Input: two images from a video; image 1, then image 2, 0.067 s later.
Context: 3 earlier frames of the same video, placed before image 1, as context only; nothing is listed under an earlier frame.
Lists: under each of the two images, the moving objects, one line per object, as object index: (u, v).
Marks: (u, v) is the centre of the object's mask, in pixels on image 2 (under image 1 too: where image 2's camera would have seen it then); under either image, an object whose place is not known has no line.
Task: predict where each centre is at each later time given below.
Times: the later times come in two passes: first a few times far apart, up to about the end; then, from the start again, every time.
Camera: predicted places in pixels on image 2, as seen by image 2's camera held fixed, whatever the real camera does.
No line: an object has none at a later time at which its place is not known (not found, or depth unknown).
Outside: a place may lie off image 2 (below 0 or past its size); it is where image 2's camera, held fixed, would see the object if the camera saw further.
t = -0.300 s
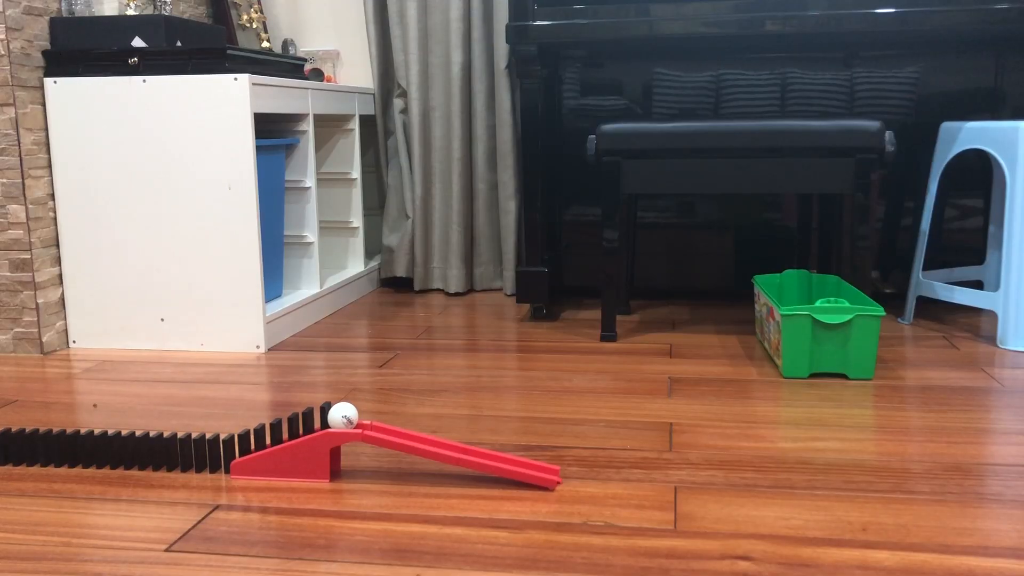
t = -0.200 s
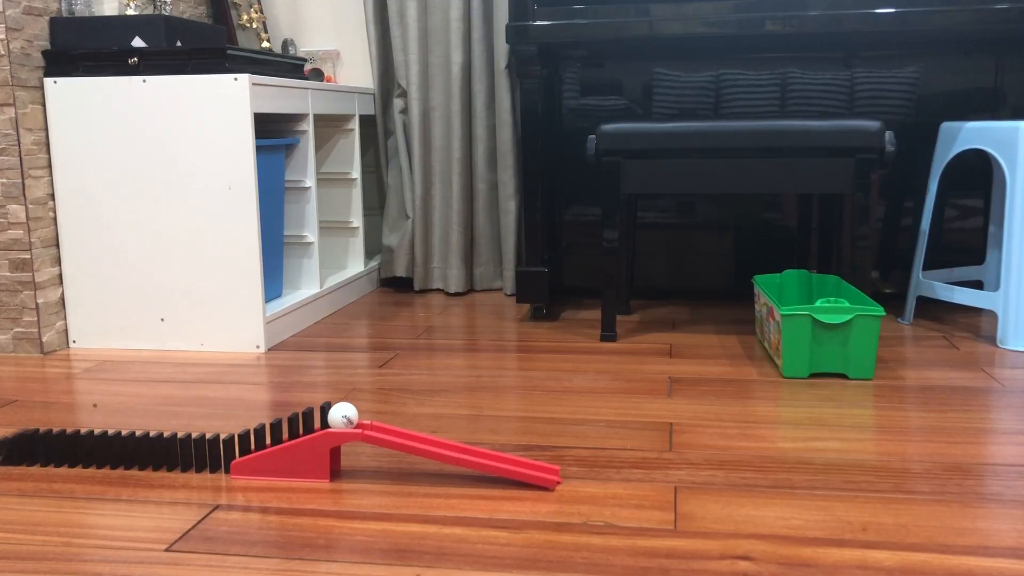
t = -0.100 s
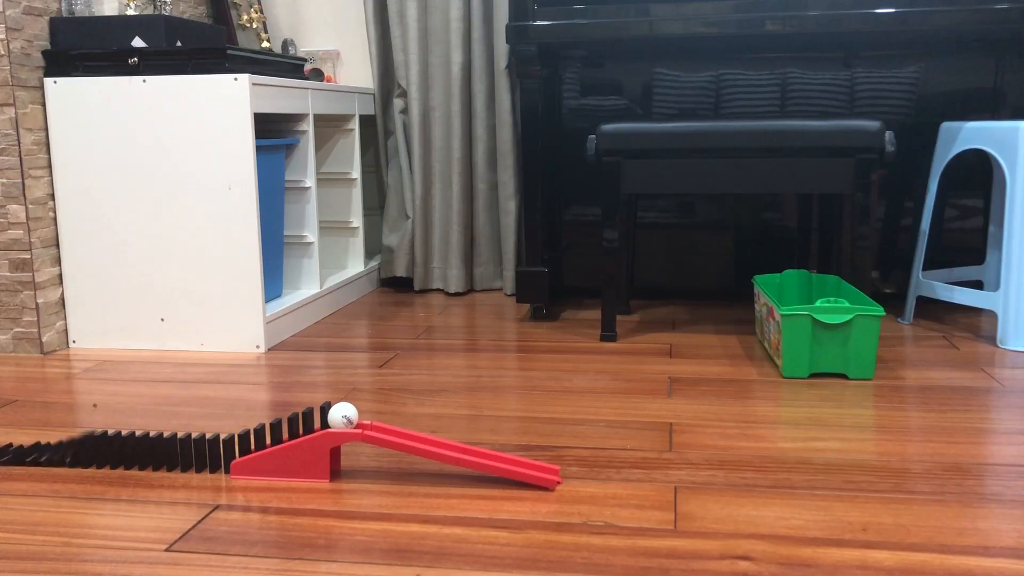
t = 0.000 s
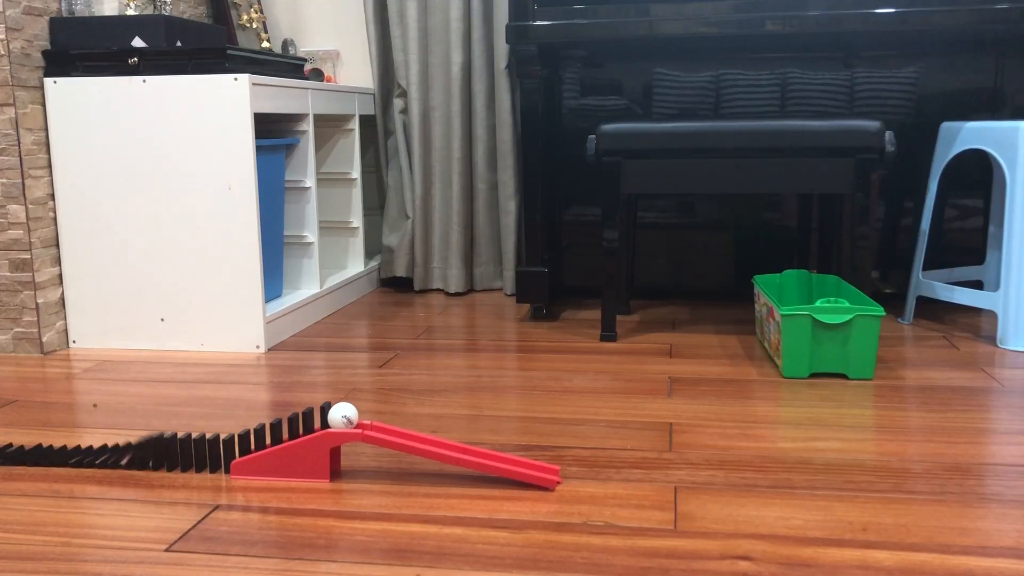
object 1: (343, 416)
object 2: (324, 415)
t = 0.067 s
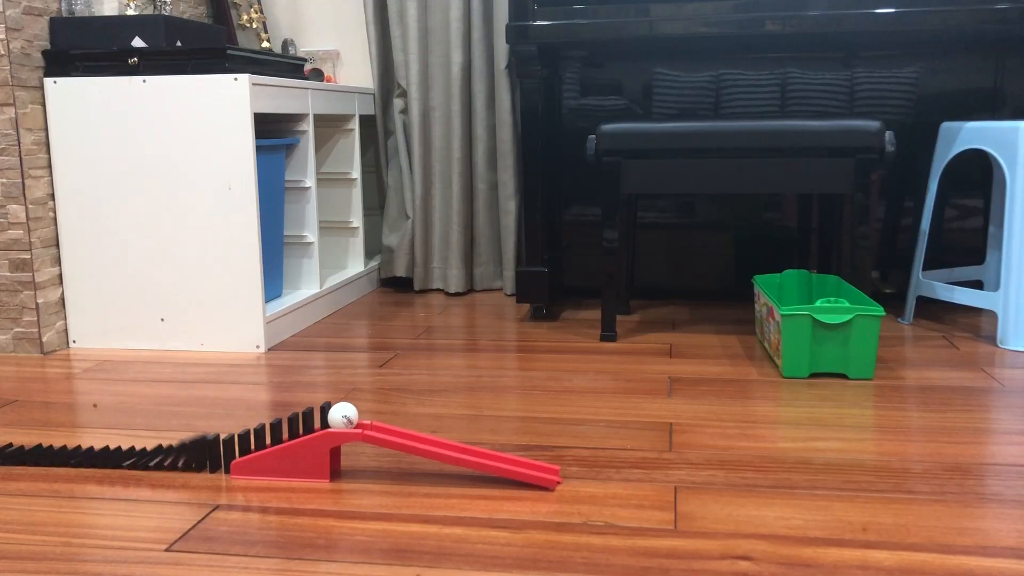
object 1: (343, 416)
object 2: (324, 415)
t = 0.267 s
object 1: (343, 416)
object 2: (324, 414)
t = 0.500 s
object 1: (399, 424)
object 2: (347, 423)
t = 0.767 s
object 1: (470, 441)
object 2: (347, 421)
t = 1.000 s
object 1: (562, 464)
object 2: (347, 421)
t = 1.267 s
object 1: (704, 476)
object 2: (347, 421)
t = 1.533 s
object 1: (848, 483)
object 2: (347, 421)
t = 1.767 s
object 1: (974, 490)
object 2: (346, 421)
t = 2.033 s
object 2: (346, 421)
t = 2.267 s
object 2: (346, 421)
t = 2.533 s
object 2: (346, 421)
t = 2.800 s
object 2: (346, 421)
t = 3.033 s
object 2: (346, 422)
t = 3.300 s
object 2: (346, 421)
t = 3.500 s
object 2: (346, 421)
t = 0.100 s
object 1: (343, 416)
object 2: (324, 415)
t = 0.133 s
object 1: (343, 416)
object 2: (324, 415)
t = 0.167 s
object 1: (343, 416)
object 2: (324, 415)
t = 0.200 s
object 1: (343, 416)
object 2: (324, 415)
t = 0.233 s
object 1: (343, 416)
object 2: (324, 415)
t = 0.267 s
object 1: (343, 416)
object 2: (324, 414)
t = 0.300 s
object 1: (347, 416)
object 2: (320, 421)
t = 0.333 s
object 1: (354, 416)
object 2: (331, 418)
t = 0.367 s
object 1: (363, 416)
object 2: (335, 420)
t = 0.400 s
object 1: (373, 418)
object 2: (348, 423)
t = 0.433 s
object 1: (383, 420)
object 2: (348, 424)
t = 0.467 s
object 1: (392, 423)
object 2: (348, 424)
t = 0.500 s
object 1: (399, 424)
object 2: (347, 423)
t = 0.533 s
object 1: (406, 426)
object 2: (346, 421)
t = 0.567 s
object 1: (414, 428)
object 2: (346, 421)
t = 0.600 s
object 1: (421, 430)
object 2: (346, 421)
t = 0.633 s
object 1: (430, 432)
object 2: (346, 421)
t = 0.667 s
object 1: (439, 434)
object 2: (346, 421)
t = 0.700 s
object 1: (449, 437)
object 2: (346, 421)
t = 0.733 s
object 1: (459, 439)
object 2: (347, 421)
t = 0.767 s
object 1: (470, 441)
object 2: (347, 421)
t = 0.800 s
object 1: (481, 444)
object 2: (347, 421)
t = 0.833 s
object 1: (493, 447)
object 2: (347, 421)
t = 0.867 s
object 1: (505, 450)
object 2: (347, 421)
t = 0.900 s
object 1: (519, 453)
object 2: (347, 421)
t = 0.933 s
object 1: (532, 456)
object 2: (347, 421)
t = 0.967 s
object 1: (546, 459)
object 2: (347, 421)
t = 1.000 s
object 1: (562, 464)
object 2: (347, 421)
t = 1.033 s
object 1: (577, 469)
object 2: (347, 421)
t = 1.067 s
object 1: (595, 466)
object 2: (347, 421)
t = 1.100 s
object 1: (613, 470)
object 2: (347, 421)
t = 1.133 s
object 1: (632, 470)
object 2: (347, 421)
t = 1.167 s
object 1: (650, 470)
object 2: (347, 421)
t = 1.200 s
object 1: (669, 474)
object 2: (347, 421)
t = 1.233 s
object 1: (686, 471)
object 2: (347, 421)
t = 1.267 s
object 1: (704, 476)
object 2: (347, 421)
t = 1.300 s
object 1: (722, 475)
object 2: (347, 421)
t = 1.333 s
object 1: (740, 478)
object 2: (347, 421)
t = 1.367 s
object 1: (758, 478)
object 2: (347, 421)
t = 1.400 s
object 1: (776, 481)
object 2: (347, 421)
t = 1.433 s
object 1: (795, 480)
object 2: (347, 421)
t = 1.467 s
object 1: (812, 482)
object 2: (347, 421)
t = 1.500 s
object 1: (830, 482)
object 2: (347, 421)
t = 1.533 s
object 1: (848, 483)
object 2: (347, 421)
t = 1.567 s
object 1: (866, 485)
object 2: (347, 421)
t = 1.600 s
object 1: (883, 485)
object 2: (347, 421)
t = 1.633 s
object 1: (901, 486)
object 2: (347, 421)
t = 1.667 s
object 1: (919, 487)
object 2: (347, 421)
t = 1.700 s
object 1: (937, 488)
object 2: (346, 421)
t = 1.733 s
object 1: (955, 489)
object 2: (346, 421)
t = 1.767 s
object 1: (974, 490)
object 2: (346, 421)
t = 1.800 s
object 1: (991, 491)
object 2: (346, 421)
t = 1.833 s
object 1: (1006, 491)
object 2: (346, 421)
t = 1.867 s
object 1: (1016, 490)
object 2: (346, 421)
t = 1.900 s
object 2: (346, 421)
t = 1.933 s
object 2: (346, 421)
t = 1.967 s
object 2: (346, 421)
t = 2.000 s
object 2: (346, 421)
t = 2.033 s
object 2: (346, 421)
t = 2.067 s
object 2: (346, 421)
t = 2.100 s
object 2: (346, 421)
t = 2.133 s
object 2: (346, 421)
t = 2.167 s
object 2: (346, 421)
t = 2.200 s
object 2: (346, 421)
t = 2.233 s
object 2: (346, 421)
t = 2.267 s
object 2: (346, 421)
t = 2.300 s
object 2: (346, 421)
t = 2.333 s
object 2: (346, 421)
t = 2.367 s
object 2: (346, 421)
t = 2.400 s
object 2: (346, 421)
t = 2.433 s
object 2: (346, 421)
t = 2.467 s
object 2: (346, 421)
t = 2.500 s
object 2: (346, 421)
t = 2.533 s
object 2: (346, 421)
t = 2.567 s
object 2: (346, 421)
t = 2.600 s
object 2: (346, 421)
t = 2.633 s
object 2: (346, 421)
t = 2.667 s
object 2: (346, 421)
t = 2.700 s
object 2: (346, 421)
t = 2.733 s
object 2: (346, 421)
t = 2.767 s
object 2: (346, 421)
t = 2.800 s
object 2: (346, 421)
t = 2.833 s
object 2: (346, 421)
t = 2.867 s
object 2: (346, 421)
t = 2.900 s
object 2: (346, 421)
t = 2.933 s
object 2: (346, 421)
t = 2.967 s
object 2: (346, 421)
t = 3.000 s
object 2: (346, 421)
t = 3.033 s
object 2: (346, 422)
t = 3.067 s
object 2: (346, 421)
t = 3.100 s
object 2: (346, 421)
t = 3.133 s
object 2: (346, 421)
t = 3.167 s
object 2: (346, 421)
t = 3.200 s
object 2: (346, 421)
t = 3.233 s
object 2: (346, 421)
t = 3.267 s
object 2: (346, 421)
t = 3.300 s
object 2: (346, 421)
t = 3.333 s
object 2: (346, 421)
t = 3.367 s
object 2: (346, 421)
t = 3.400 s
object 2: (346, 421)
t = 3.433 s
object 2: (346, 421)
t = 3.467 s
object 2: (346, 421)
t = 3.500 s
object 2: (346, 421)
